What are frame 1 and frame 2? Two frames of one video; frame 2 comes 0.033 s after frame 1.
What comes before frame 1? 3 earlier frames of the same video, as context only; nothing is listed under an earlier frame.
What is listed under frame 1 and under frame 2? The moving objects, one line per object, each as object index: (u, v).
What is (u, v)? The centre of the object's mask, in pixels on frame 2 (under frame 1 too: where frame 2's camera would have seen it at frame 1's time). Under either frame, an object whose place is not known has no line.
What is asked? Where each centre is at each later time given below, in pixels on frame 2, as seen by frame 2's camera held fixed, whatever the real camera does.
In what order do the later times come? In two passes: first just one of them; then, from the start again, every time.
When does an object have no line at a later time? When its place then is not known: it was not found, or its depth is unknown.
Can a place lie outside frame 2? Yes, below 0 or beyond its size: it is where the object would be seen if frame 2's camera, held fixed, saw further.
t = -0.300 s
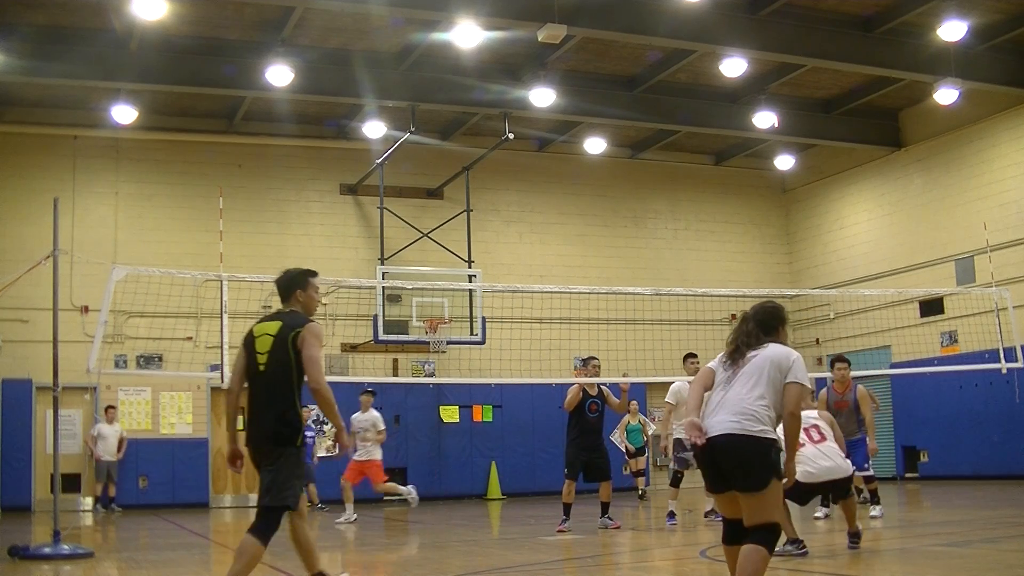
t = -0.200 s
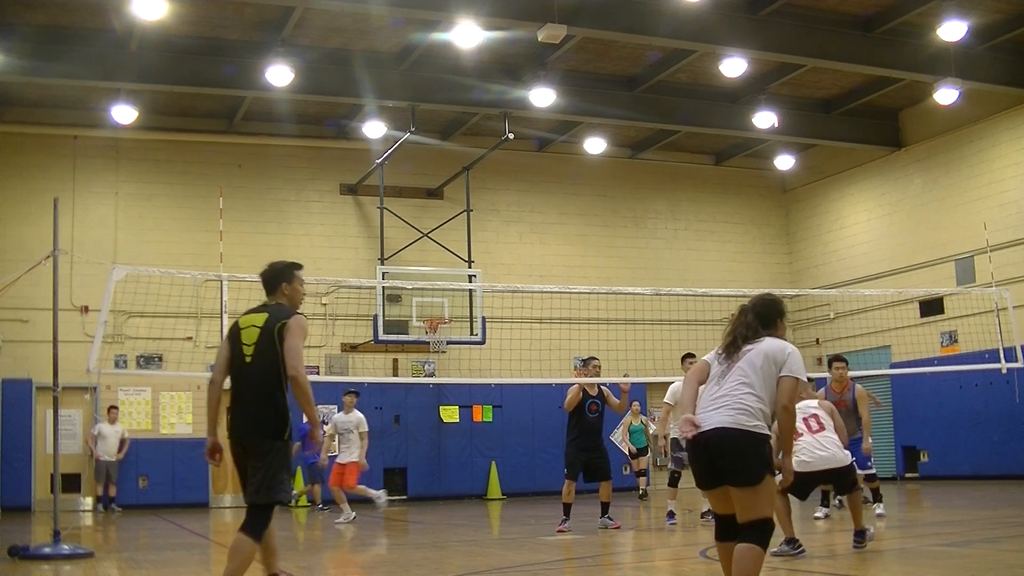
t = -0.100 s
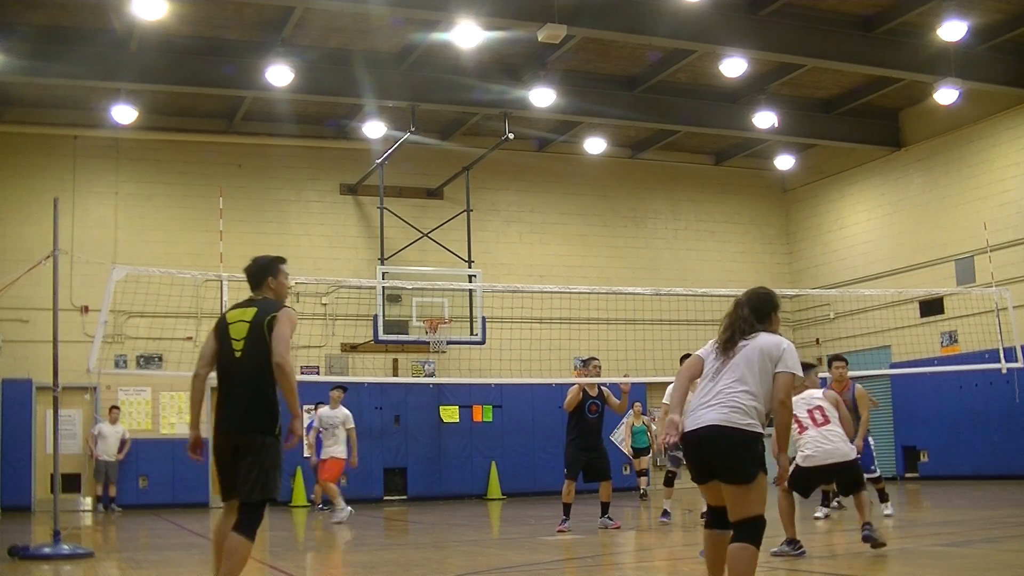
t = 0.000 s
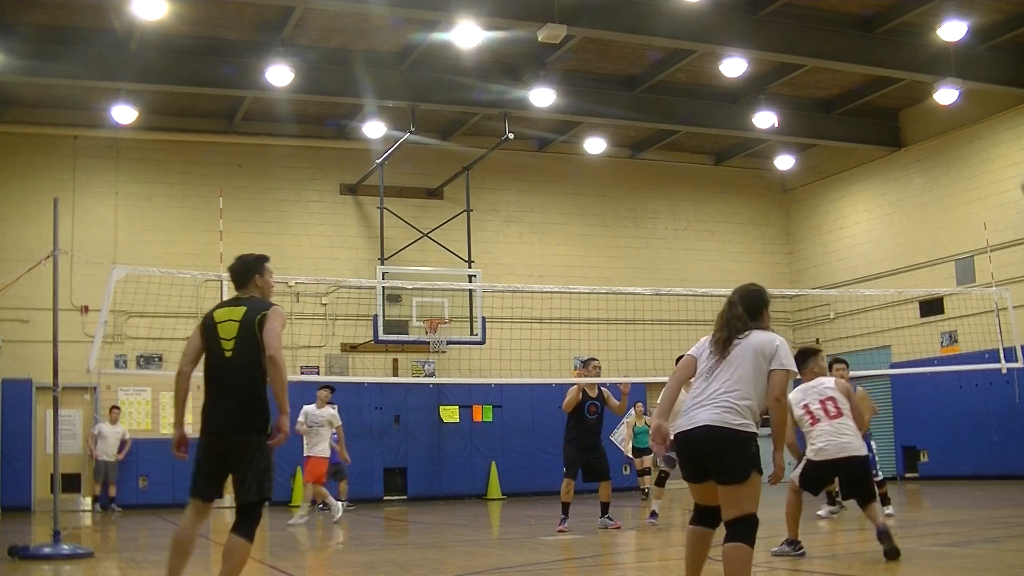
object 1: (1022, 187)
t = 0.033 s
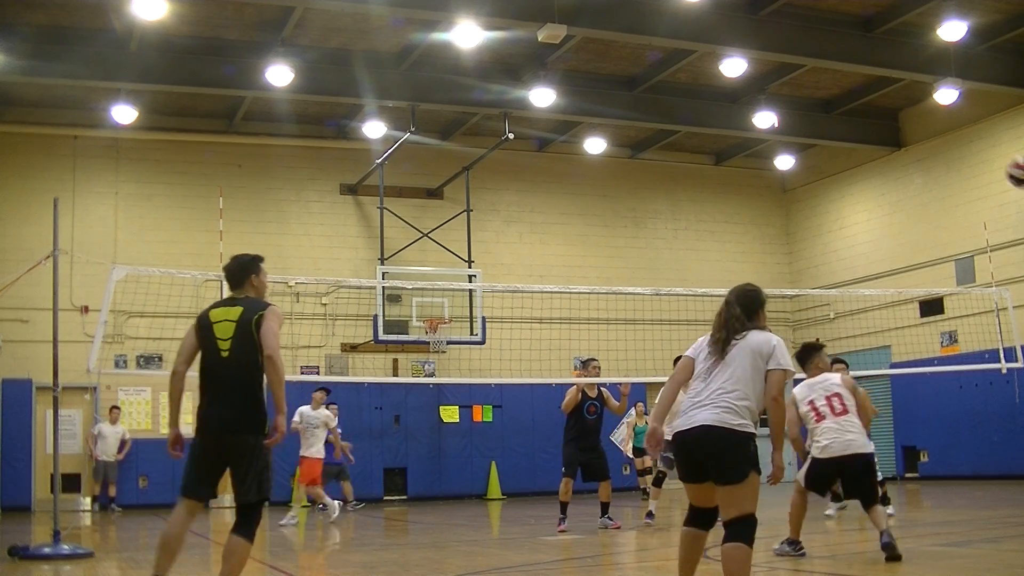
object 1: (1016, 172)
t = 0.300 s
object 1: (914, 118)
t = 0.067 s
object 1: (1007, 160)
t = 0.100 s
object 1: (992, 148)
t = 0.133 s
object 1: (978, 139)
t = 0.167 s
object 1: (964, 131)
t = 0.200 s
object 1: (952, 126)
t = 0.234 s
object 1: (938, 122)
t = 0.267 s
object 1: (926, 119)
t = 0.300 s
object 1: (914, 118)
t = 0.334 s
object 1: (903, 119)
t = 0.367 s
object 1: (892, 121)
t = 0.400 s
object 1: (882, 124)
